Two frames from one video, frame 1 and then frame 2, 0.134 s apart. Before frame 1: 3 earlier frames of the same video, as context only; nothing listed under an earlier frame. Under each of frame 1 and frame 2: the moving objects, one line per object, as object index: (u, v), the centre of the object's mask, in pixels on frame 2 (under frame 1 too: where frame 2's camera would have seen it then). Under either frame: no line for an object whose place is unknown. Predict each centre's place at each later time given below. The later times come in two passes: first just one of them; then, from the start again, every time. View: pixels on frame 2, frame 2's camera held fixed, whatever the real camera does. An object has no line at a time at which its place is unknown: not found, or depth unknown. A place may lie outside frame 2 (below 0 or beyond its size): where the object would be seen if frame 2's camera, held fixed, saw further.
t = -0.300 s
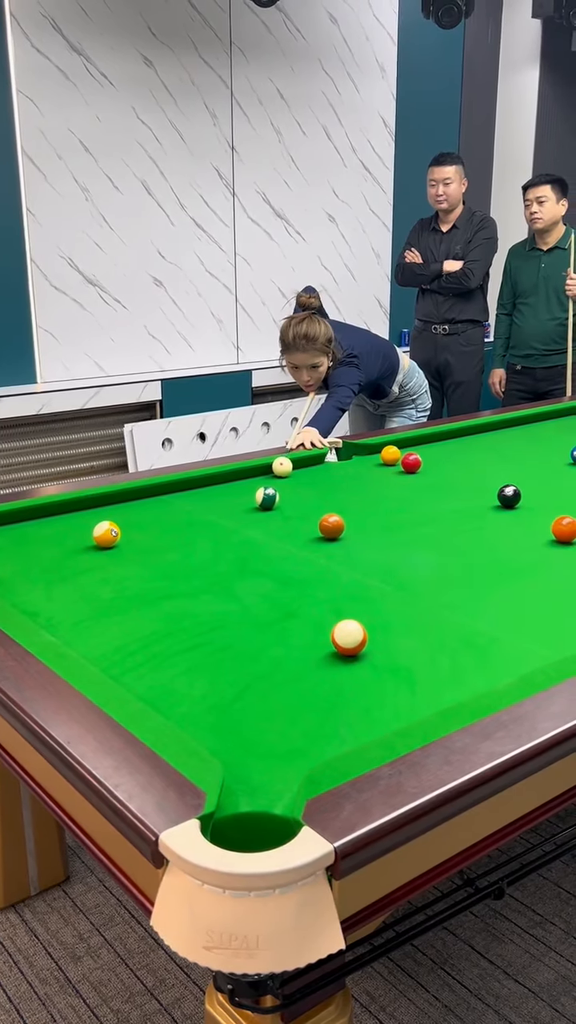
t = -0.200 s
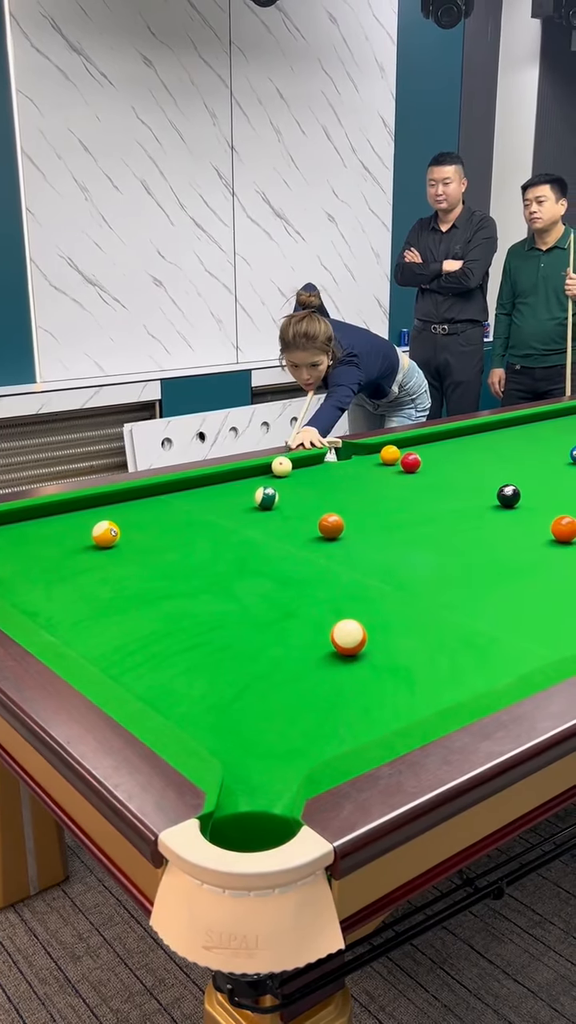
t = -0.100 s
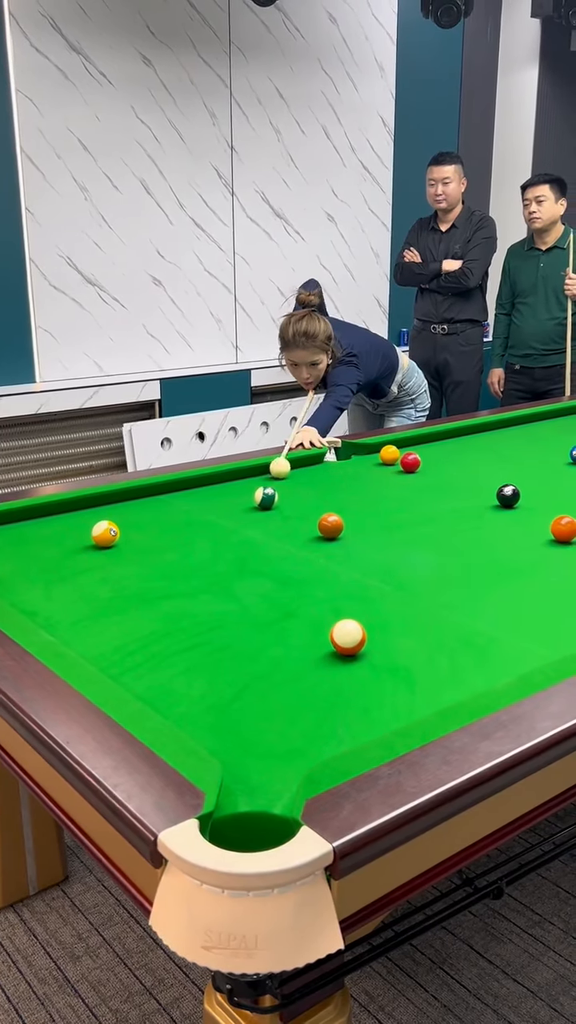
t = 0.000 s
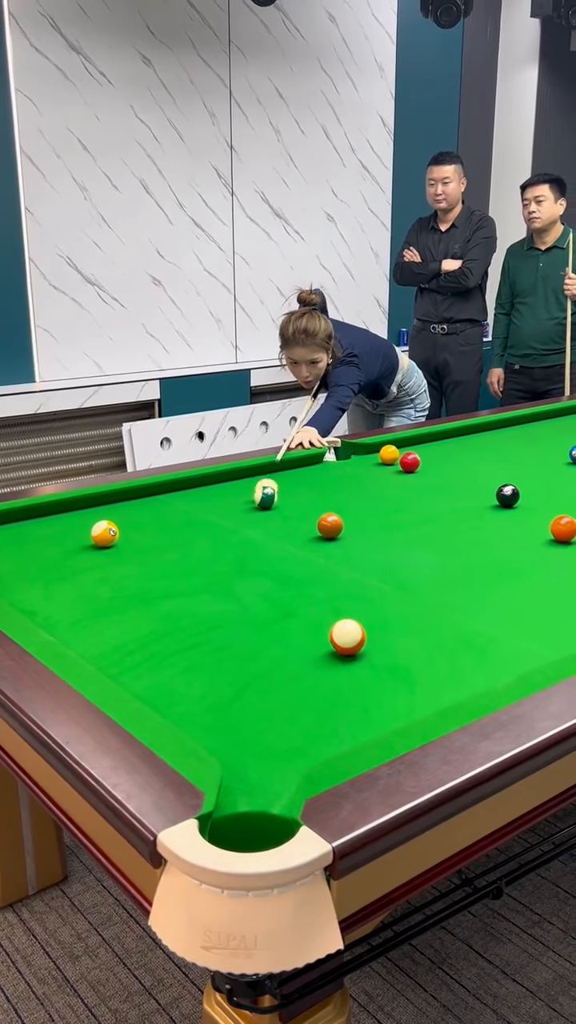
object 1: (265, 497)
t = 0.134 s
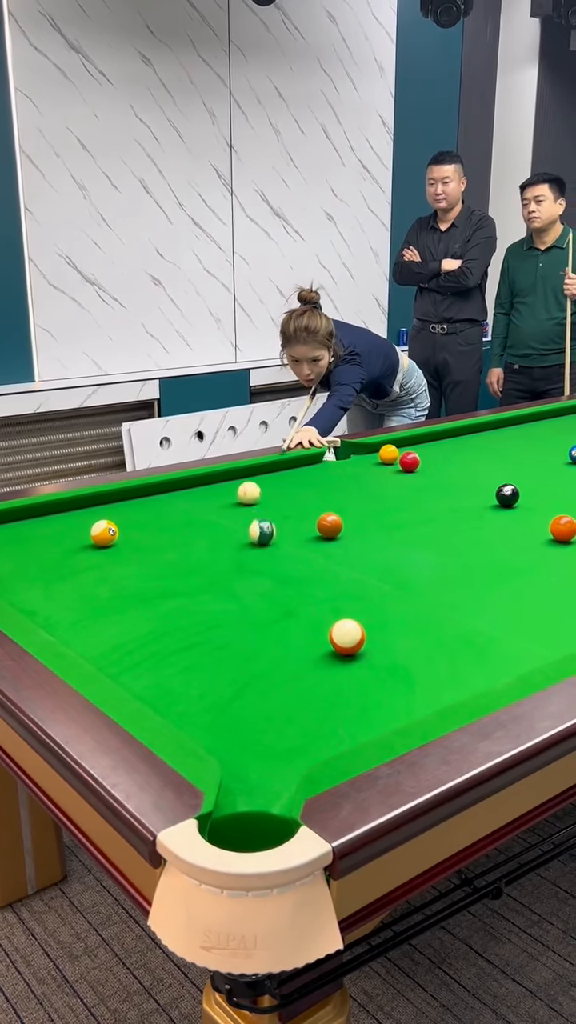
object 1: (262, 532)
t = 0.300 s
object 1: (257, 583)
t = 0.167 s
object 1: (261, 542)
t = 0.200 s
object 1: (260, 551)
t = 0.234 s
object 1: (259, 561)
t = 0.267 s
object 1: (258, 572)
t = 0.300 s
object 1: (257, 583)
